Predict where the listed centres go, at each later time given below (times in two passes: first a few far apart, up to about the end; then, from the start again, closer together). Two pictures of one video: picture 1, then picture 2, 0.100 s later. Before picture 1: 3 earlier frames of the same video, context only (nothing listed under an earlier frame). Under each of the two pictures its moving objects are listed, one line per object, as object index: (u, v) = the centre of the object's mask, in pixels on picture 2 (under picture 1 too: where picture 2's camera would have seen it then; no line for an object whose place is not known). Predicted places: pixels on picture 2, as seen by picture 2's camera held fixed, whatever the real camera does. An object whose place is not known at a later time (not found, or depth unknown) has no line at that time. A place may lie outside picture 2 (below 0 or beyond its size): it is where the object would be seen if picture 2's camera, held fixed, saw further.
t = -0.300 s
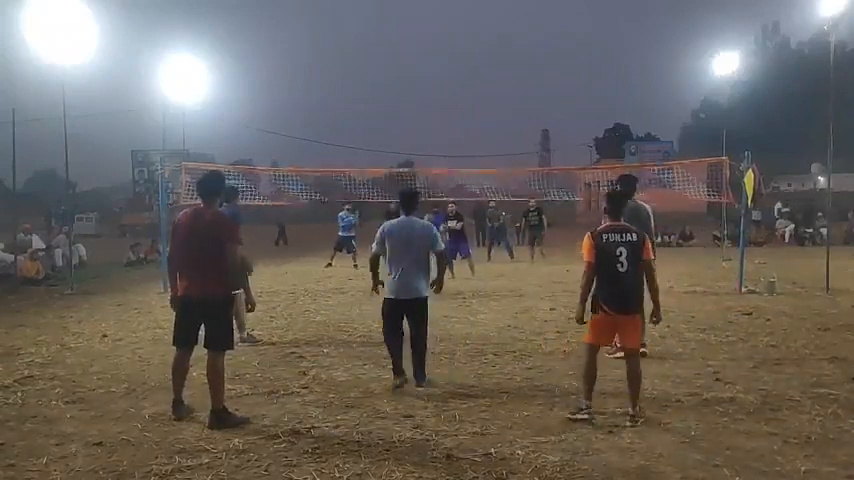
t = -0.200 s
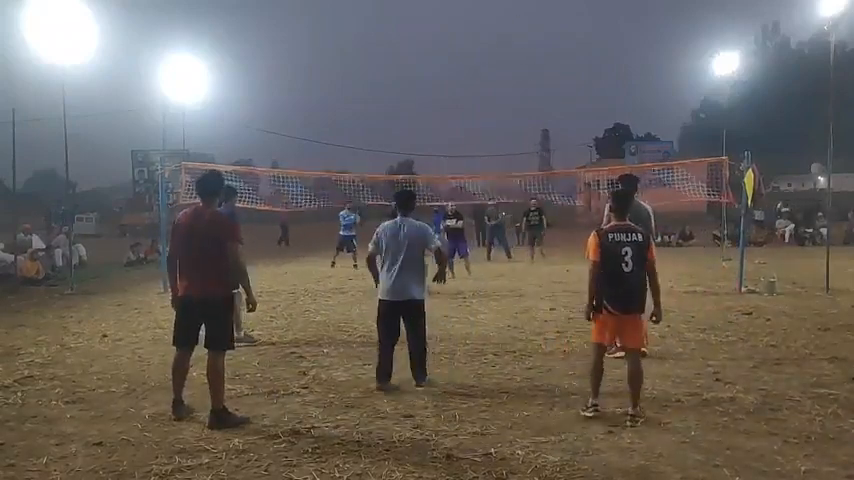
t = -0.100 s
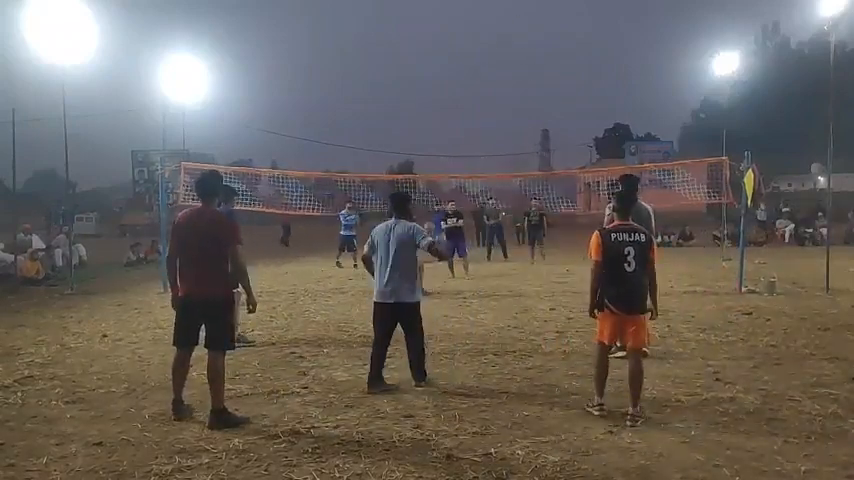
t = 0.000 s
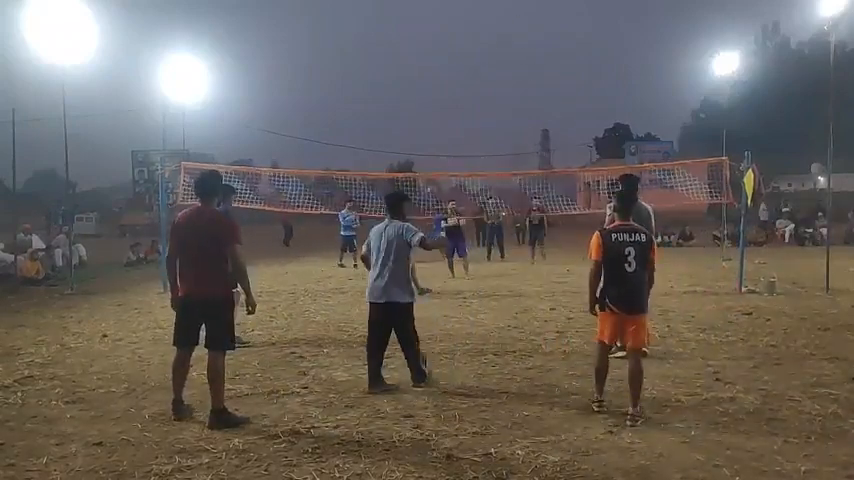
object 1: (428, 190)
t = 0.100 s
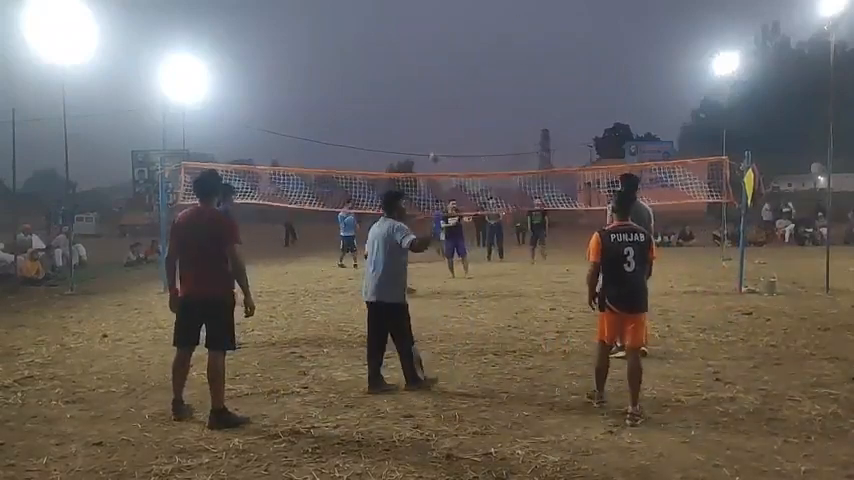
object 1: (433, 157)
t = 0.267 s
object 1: (440, 108)
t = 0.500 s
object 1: (450, 60)
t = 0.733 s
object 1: (464, 49)
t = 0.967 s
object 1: (482, 89)
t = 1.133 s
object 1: (496, 161)
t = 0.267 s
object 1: (440, 108)
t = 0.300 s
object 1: (441, 100)
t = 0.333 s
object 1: (443, 90)
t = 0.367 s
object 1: (444, 84)
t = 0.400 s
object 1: (446, 77)
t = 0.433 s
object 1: (447, 71)
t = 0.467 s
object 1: (449, 65)
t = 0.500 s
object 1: (450, 60)
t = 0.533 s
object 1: (453, 56)
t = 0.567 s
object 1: (455, 53)
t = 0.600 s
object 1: (456, 51)
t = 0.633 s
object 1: (458, 48)
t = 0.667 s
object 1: (460, 48)
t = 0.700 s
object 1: (462, 48)
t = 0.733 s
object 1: (464, 49)
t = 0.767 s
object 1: (467, 51)
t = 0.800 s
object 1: (469, 55)
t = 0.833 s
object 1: (471, 59)
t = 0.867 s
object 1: (473, 65)
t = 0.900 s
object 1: (475, 71)
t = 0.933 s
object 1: (478, 79)
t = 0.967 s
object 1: (482, 89)
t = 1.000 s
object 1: (484, 100)
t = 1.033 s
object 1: (487, 113)
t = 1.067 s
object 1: (490, 128)
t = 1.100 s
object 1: (493, 143)
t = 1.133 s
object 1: (496, 161)
